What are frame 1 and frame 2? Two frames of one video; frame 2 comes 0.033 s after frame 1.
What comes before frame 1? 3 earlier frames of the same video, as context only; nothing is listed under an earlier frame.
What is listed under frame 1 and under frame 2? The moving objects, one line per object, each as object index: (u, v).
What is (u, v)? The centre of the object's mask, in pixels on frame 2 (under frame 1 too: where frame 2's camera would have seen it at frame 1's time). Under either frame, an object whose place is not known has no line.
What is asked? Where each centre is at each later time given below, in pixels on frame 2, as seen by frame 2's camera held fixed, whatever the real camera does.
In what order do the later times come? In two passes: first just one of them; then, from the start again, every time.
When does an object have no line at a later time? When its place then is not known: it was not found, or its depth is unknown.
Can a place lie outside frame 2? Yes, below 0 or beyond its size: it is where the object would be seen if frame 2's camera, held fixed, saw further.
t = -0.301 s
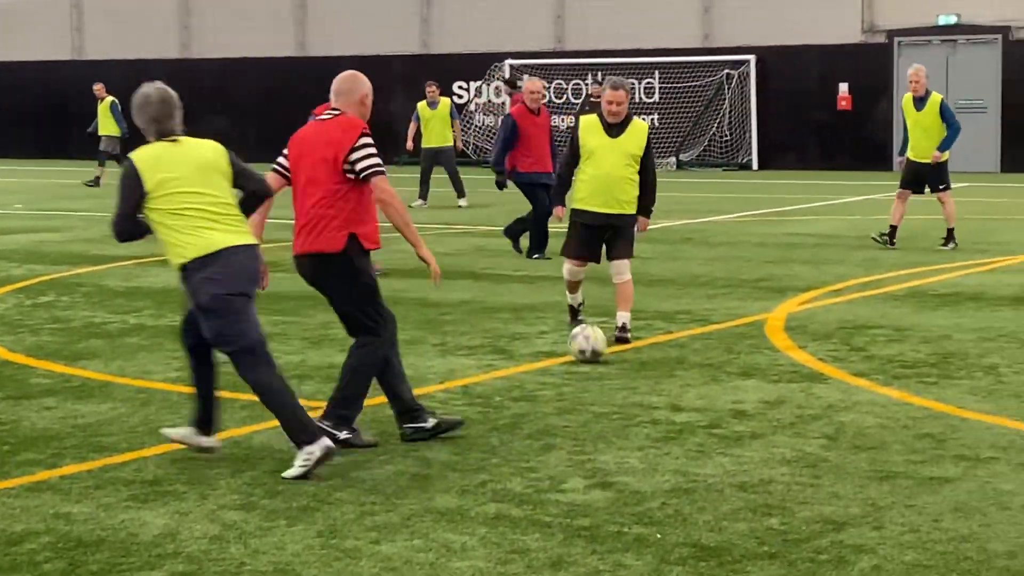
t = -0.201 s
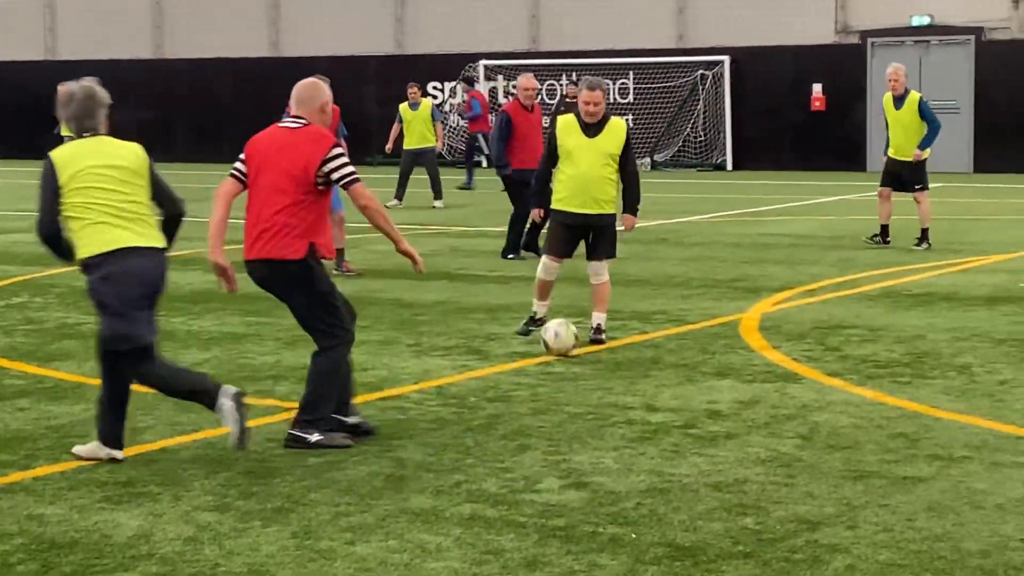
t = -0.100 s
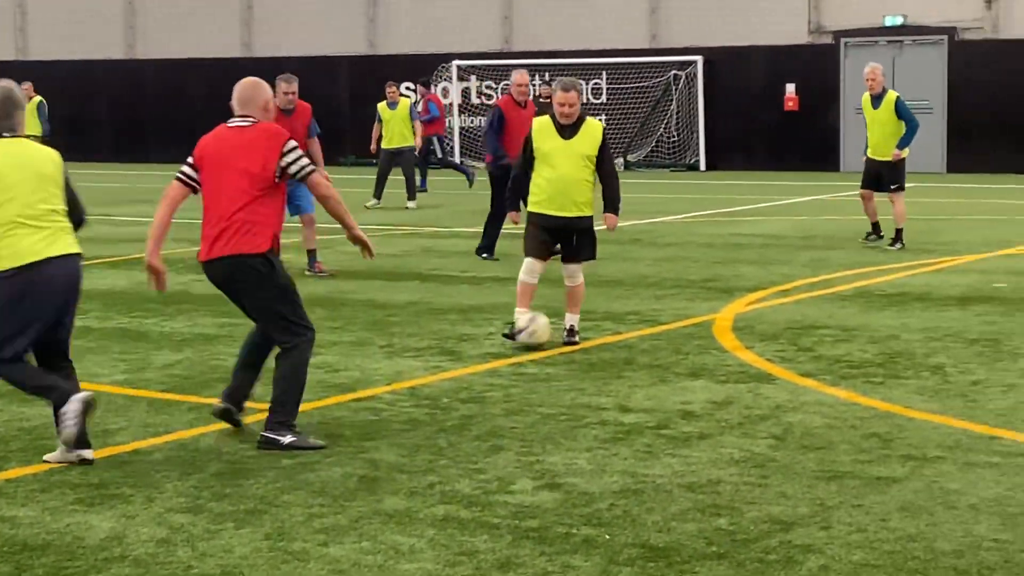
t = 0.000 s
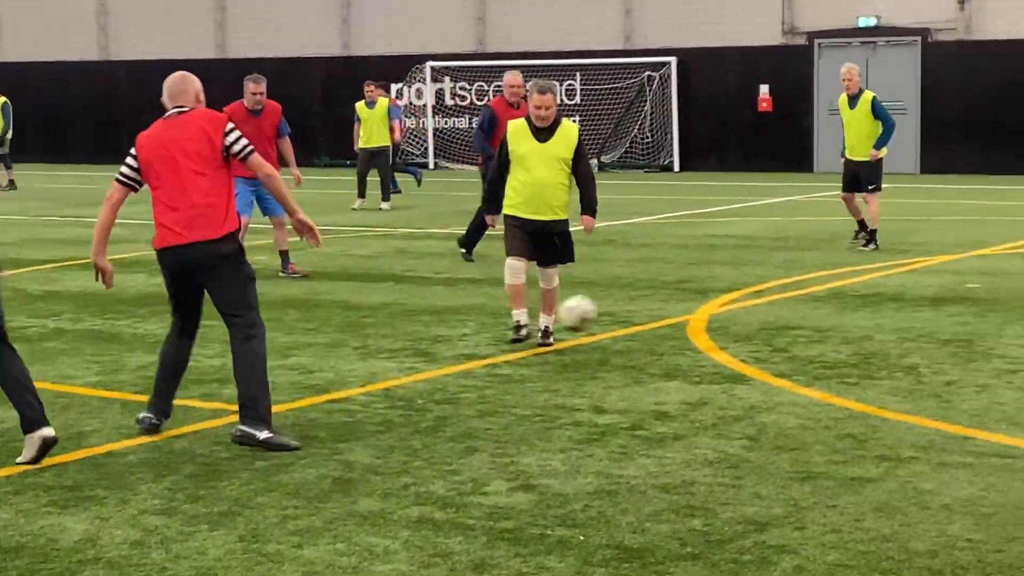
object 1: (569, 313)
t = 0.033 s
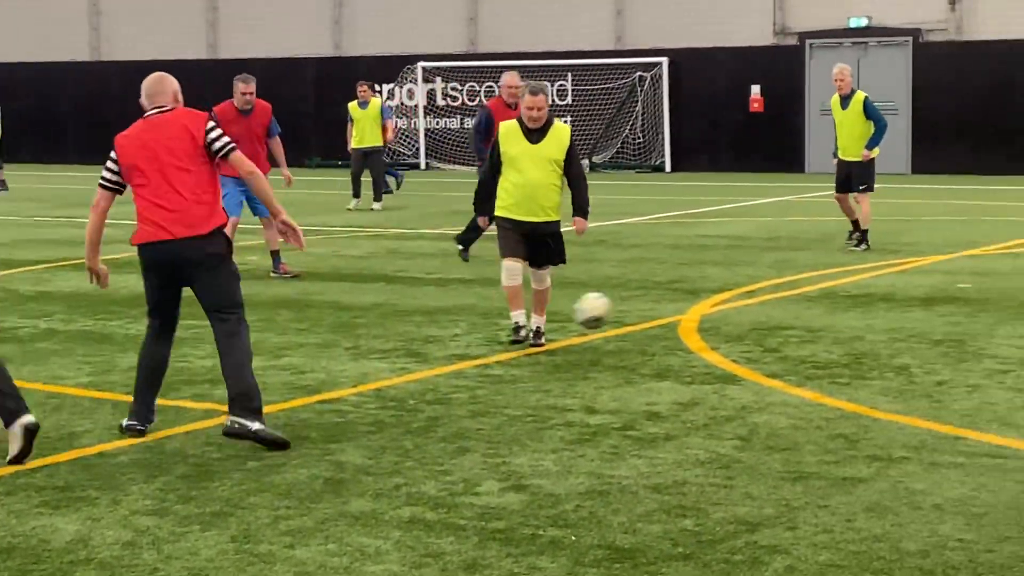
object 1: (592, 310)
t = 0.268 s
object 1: (759, 338)
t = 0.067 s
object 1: (618, 308)
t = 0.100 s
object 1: (640, 310)
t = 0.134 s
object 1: (664, 313)
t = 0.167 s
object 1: (687, 318)
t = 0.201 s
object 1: (713, 323)
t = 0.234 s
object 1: (736, 335)
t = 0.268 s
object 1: (759, 338)
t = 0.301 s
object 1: (775, 331)
